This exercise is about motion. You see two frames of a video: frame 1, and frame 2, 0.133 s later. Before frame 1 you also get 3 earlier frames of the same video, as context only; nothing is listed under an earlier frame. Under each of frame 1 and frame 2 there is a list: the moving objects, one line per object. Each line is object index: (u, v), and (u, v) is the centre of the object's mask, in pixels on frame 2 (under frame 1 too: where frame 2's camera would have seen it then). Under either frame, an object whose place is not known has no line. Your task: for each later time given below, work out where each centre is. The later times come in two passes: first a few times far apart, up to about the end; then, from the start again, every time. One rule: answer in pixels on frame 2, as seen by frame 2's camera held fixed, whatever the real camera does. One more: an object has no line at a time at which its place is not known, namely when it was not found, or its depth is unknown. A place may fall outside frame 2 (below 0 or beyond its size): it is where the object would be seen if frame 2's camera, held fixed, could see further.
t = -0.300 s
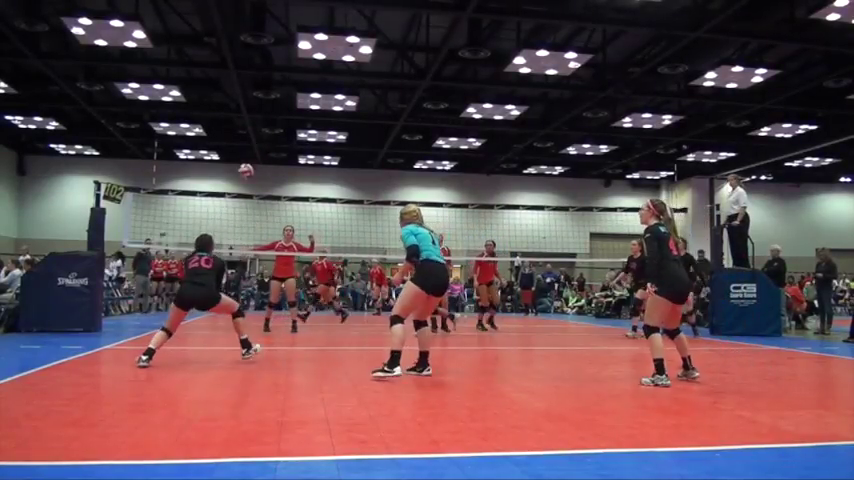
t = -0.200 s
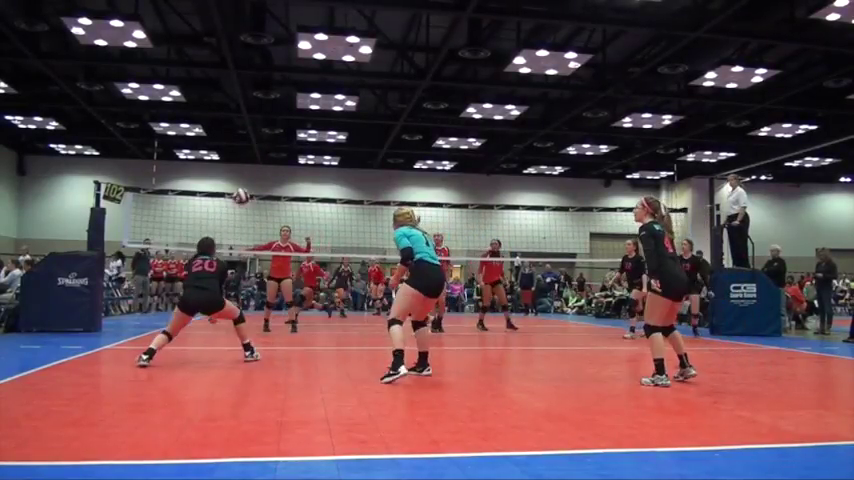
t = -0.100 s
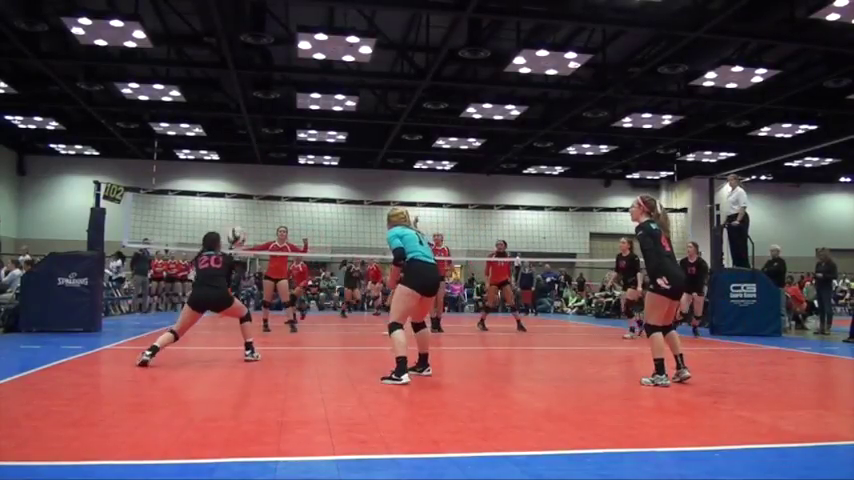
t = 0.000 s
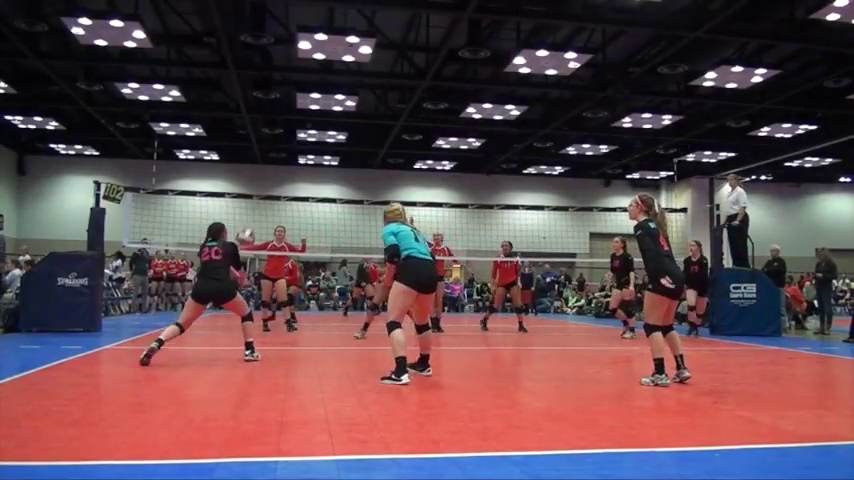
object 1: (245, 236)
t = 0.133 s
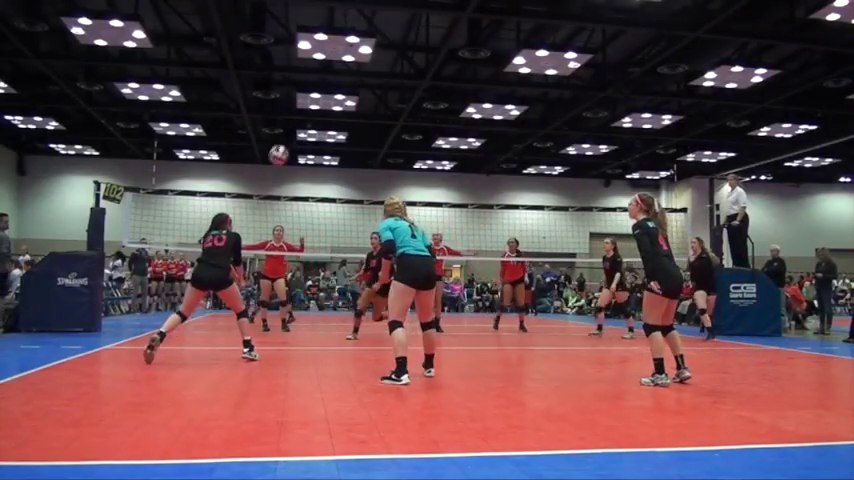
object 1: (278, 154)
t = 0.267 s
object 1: (308, 92)
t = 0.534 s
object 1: (358, 26)
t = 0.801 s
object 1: (401, 16)
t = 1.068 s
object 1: (438, 56)
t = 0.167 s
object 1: (286, 138)
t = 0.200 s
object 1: (293, 122)
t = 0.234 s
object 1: (300, 108)
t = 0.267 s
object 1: (308, 92)
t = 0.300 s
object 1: (314, 81)
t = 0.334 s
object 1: (321, 70)
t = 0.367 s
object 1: (327, 61)
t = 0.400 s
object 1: (334, 51)
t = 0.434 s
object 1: (341, 42)
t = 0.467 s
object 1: (346, 36)
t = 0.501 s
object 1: (352, 30)
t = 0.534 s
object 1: (358, 26)
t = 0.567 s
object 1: (364, 22)
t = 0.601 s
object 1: (369, 19)
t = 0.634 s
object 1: (375, 16)
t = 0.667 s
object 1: (380, 15)
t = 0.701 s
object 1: (386, 14)
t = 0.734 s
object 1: (391, 14)
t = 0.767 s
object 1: (396, 15)
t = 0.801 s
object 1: (401, 16)
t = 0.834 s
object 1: (406, 19)
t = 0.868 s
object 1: (410, 22)
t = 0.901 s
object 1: (415, 26)
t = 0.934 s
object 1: (420, 30)
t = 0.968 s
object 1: (425, 36)
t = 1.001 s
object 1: (429, 42)
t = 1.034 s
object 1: (434, 49)
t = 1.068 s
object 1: (438, 56)
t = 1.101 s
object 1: (442, 64)
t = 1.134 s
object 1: (446, 73)
